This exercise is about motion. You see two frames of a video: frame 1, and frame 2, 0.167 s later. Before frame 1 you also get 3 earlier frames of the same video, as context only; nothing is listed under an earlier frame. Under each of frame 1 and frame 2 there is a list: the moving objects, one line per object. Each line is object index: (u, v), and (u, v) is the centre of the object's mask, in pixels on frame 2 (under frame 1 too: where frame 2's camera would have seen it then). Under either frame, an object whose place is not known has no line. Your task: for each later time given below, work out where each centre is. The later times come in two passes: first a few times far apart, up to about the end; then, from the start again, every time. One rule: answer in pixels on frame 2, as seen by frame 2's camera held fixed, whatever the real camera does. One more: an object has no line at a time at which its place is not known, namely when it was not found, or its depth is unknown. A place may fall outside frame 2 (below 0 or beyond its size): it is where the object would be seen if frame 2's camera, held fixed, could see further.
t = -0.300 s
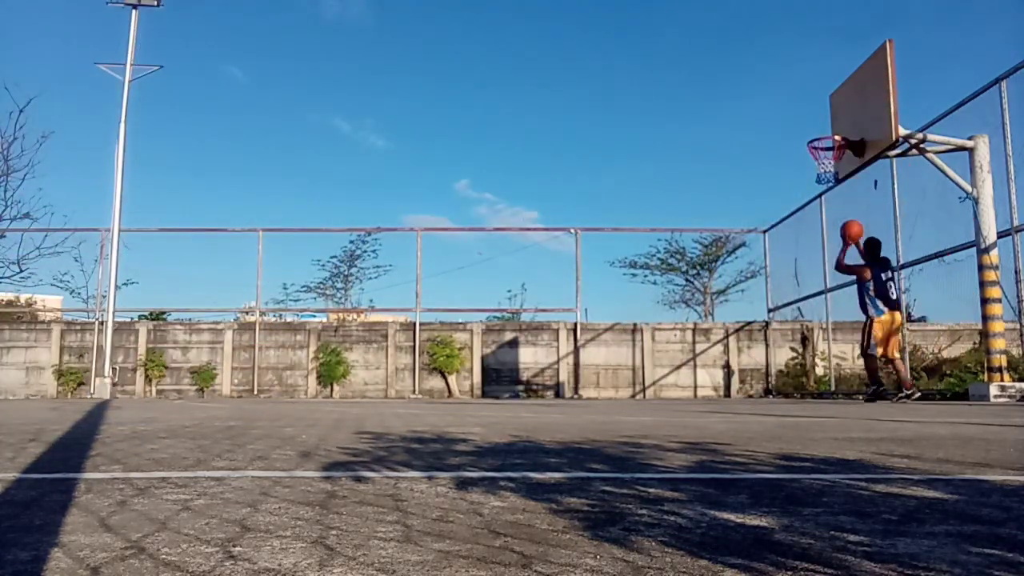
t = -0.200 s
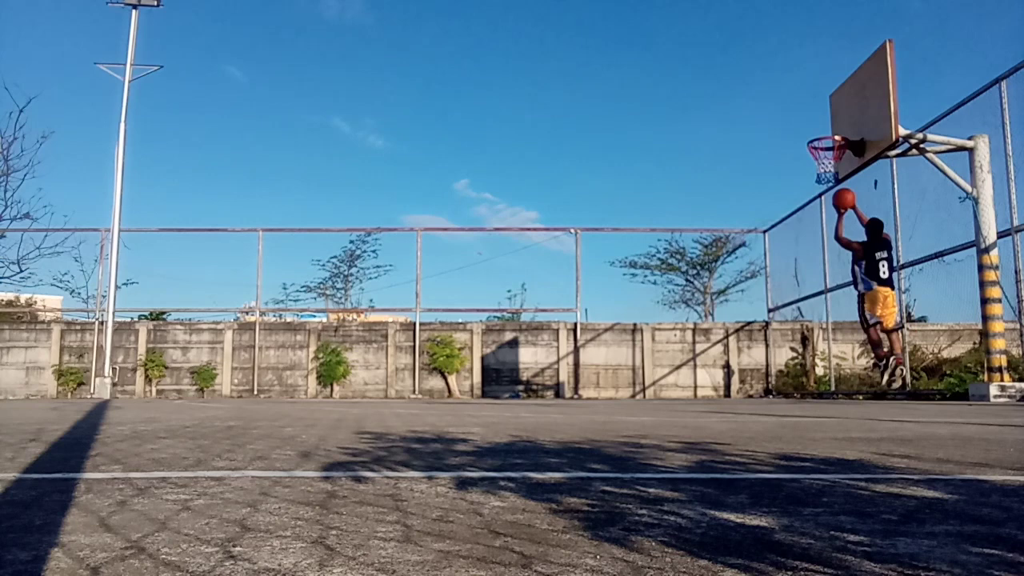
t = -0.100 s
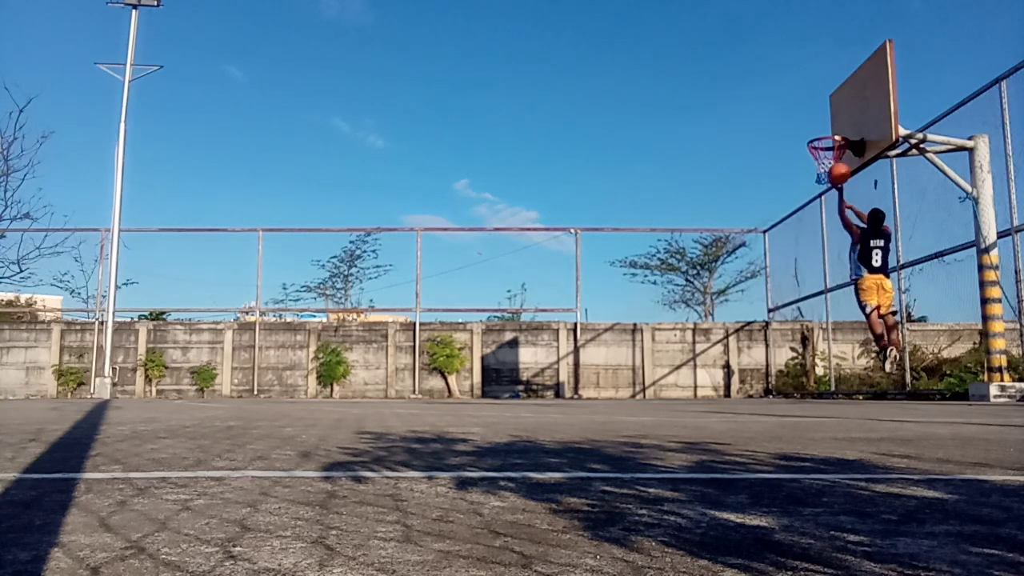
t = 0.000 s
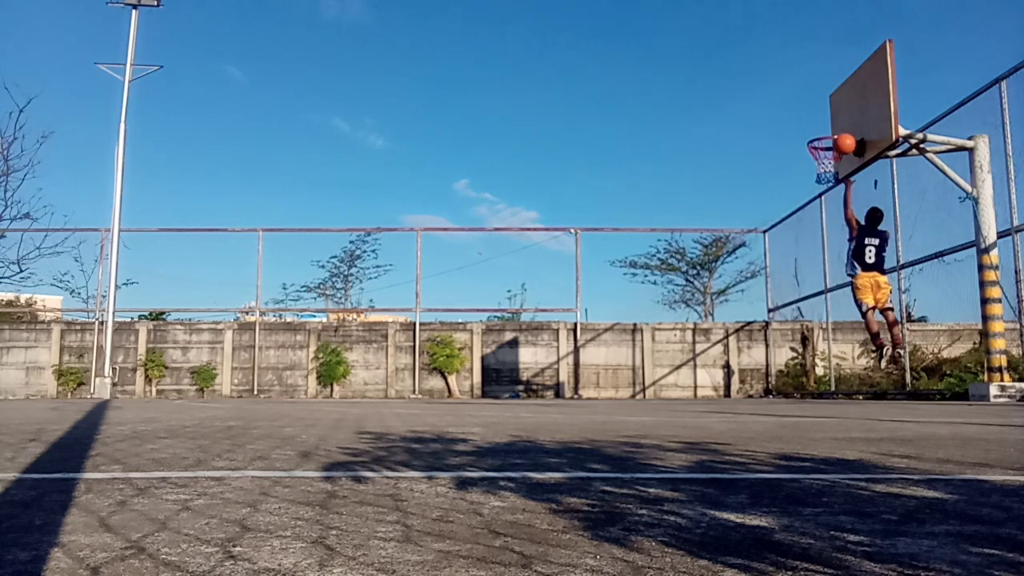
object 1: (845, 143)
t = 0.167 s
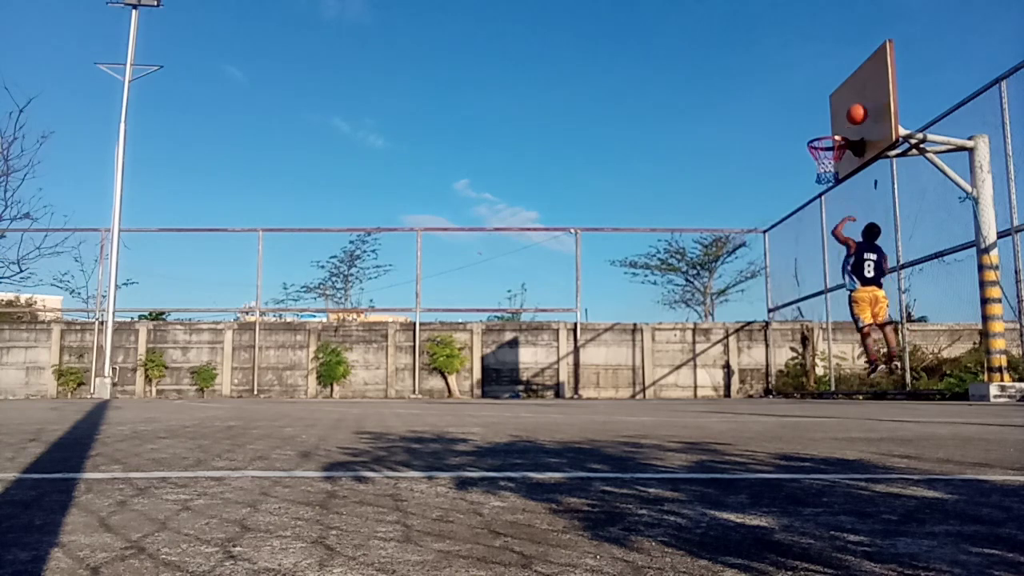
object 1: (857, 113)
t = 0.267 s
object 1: (856, 111)
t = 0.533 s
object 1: (826, 151)
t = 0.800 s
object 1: (813, 199)
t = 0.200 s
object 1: (860, 111)
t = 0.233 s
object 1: (860, 110)
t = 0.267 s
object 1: (856, 111)
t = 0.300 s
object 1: (852, 114)
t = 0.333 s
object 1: (847, 117)
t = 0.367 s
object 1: (844, 120)
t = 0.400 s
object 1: (840, 125)
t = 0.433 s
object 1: (836, 129)
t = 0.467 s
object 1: (831, 136)
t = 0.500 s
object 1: (828, 144)
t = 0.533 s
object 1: (826, 151)
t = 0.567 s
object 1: (822, 157)
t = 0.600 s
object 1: (820, 163)
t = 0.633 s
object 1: (819, 171)
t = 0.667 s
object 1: (818, 175)
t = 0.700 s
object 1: (817, 179)
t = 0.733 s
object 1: (816, 185)
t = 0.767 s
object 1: (814, 192)
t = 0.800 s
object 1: (813, 199)
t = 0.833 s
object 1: (813, 208)
